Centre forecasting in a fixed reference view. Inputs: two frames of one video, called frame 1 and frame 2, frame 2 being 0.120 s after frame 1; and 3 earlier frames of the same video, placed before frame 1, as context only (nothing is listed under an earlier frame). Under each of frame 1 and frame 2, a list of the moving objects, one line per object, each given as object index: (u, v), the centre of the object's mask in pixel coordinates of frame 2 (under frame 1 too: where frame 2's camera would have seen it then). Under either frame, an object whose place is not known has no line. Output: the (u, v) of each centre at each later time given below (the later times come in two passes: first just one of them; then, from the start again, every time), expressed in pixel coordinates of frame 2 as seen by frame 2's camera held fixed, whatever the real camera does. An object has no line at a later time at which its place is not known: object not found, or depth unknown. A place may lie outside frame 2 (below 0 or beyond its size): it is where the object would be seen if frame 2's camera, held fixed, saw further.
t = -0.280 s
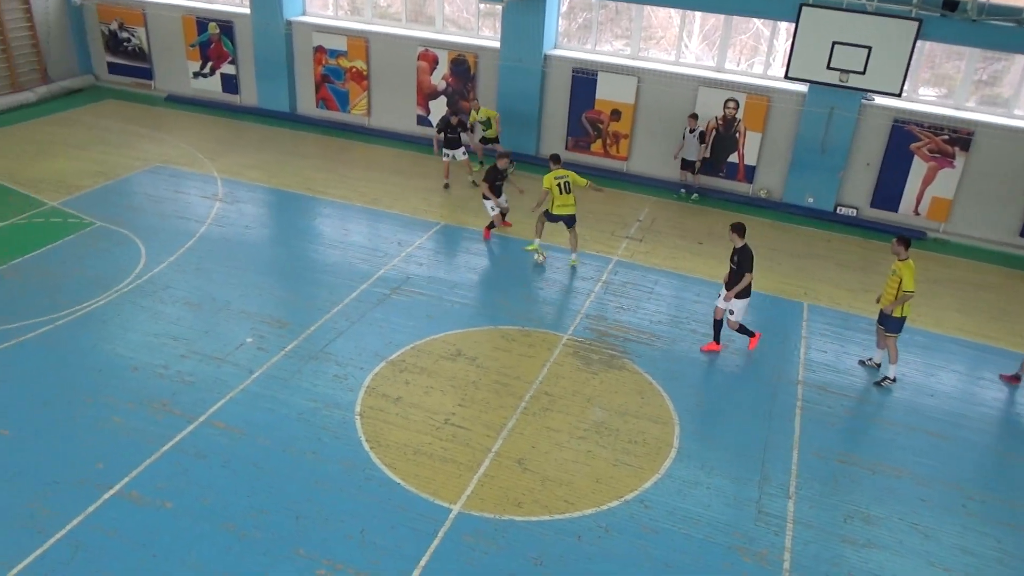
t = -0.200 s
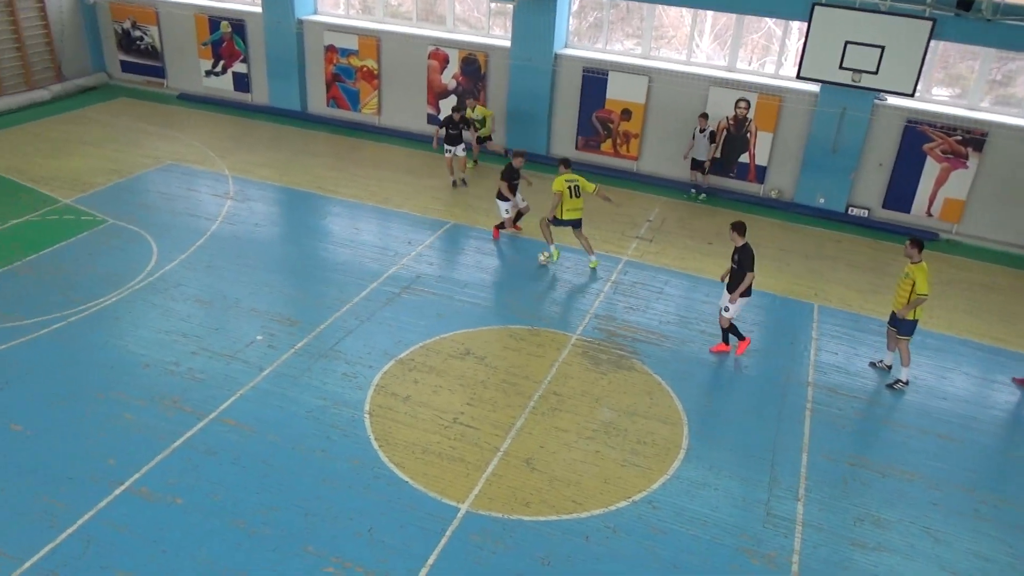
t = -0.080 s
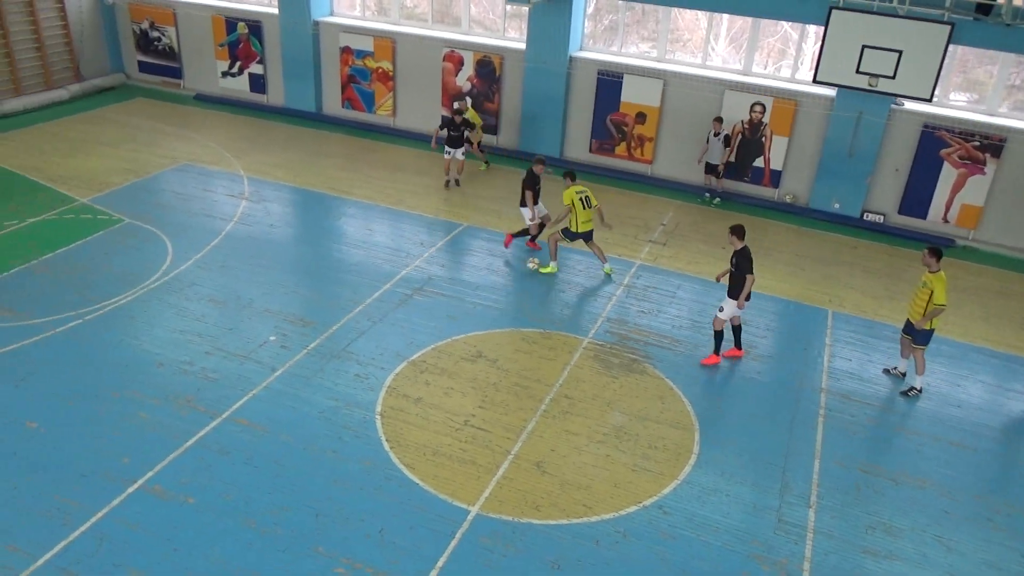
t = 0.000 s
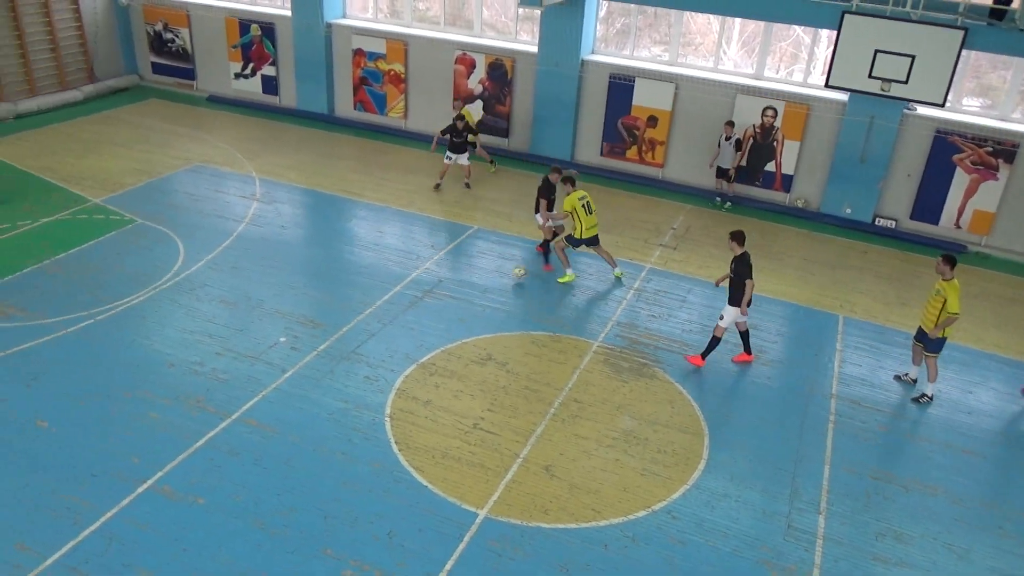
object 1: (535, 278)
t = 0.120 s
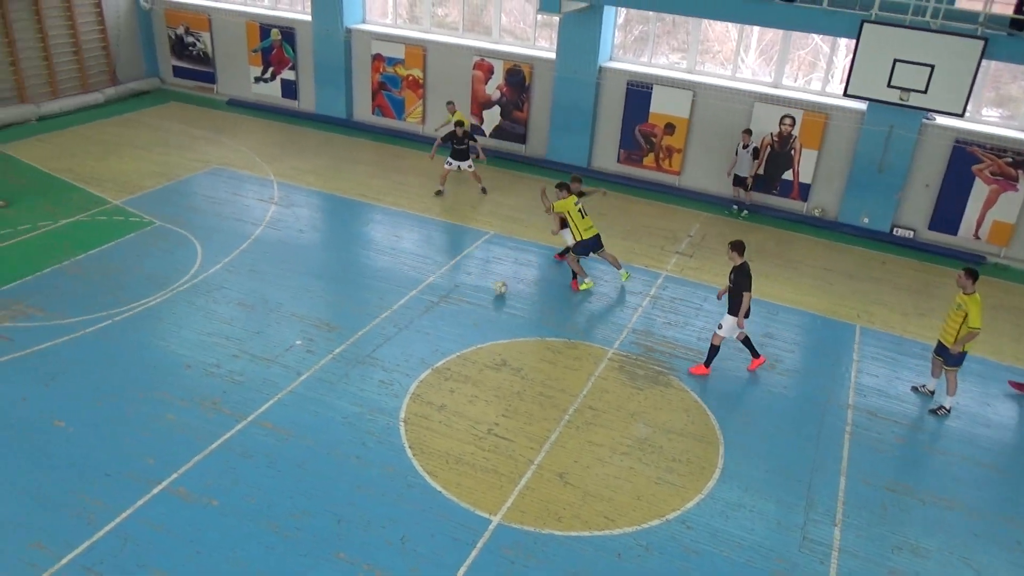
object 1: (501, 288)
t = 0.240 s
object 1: (468, 295)
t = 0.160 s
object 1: (489, 290)
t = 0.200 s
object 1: (478, 293)
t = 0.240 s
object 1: (468, 295)
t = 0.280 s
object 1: (458, 298)
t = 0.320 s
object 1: (448, 300)
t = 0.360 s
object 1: (439, 301)
